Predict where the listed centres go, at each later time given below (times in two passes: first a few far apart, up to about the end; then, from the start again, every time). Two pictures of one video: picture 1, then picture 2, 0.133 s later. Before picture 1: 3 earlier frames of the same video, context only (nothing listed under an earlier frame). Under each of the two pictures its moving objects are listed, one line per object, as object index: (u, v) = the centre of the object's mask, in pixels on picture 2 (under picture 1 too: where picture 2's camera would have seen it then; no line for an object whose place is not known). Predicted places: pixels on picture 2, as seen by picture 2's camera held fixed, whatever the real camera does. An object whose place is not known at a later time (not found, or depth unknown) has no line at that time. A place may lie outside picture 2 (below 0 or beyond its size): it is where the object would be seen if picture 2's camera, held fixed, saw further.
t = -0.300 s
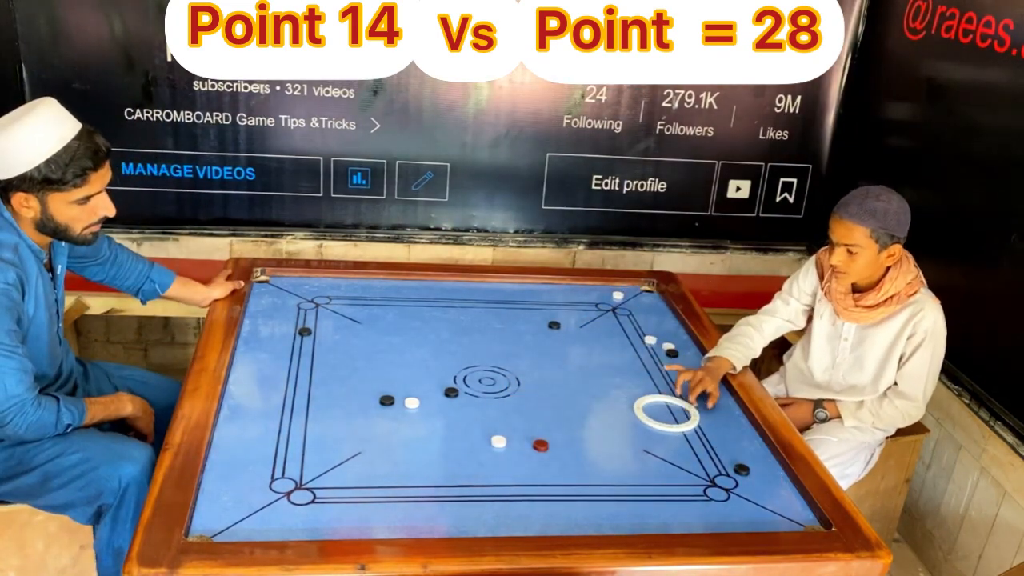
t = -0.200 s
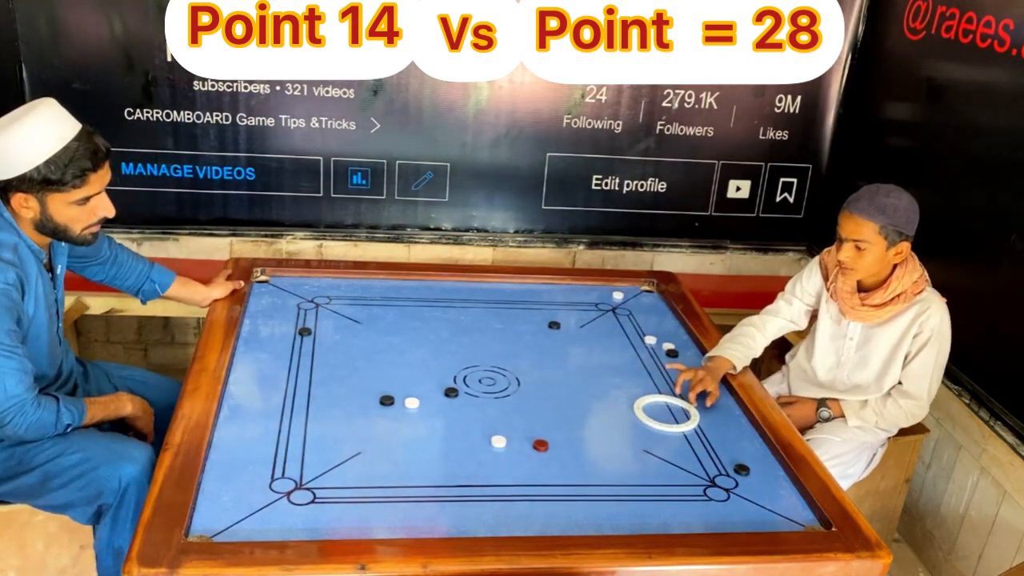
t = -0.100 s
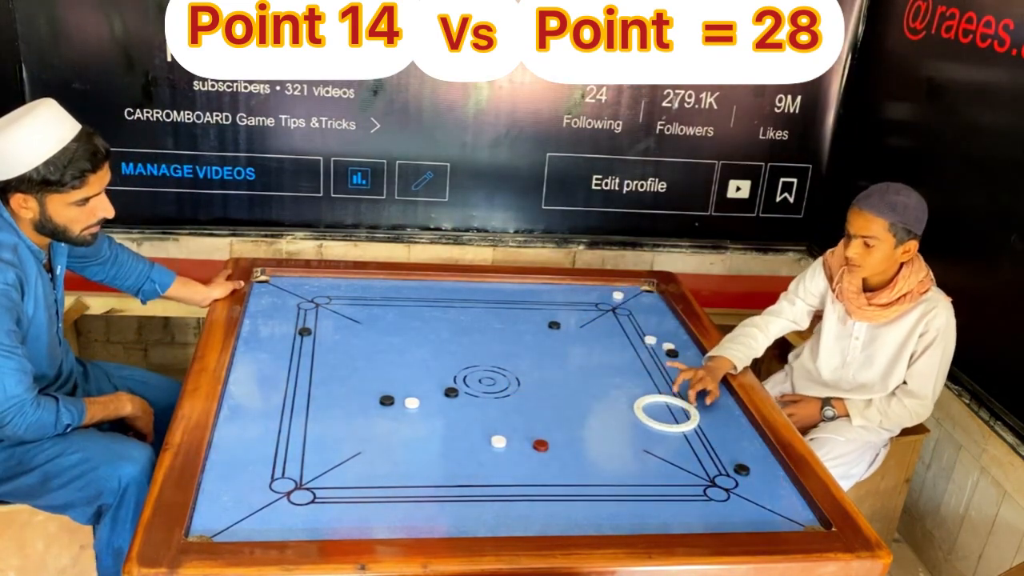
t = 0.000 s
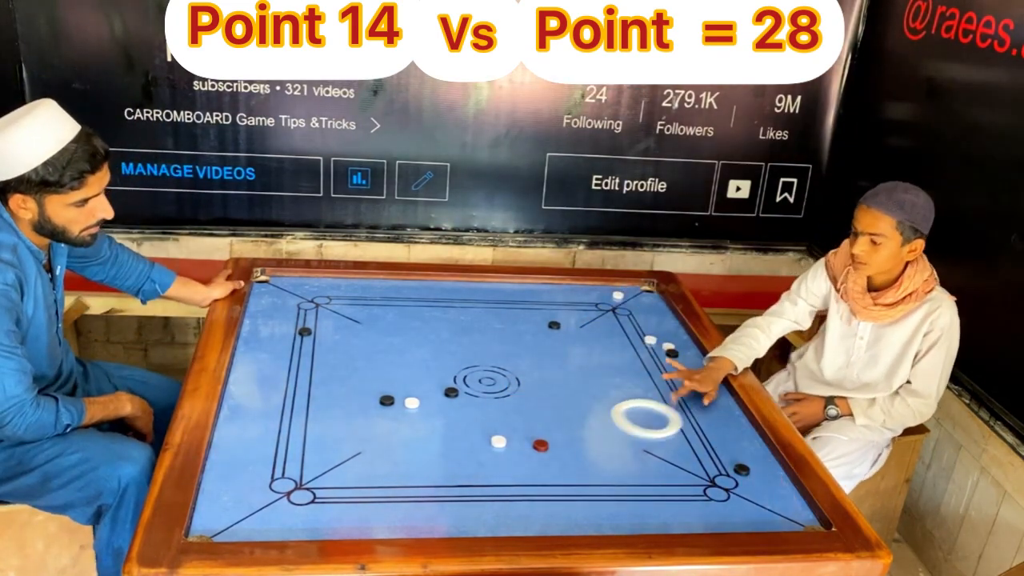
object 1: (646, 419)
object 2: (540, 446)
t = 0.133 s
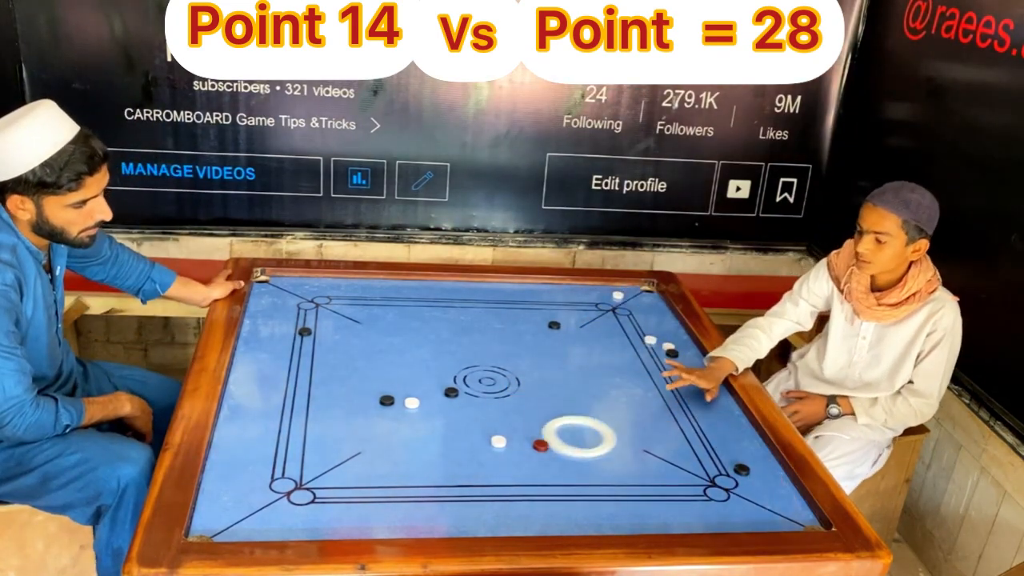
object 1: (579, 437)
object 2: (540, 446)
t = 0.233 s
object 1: (535, 449)
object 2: (491, 459)
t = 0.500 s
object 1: (425, 484)
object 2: (344, 502)
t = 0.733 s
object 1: (316, 516)
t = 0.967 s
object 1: (242, 502)
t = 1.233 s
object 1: (320, 478)
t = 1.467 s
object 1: (378, 460)
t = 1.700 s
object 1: (428, 445)
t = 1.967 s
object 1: (478, 430)
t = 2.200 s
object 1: (518, 419)
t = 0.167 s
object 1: (564, 441)
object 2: (526, 449)
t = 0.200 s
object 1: (549, 445)
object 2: (508, 454)
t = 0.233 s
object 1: (535, 449)
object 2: (491, 459)
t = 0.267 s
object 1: (521, 453)
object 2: (473, 464)
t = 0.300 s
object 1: (508, 457)
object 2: (455, 470)
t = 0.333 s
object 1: (495, 461)
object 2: (437, 475)
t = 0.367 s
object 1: (481, 466)
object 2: (419, 480)
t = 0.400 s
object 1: (468, 470)
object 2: (400, 486)
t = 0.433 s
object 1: (454, 475)
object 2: (382, 491)
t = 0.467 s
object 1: (439, 479)
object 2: (363, 497)
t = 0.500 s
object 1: (425, 484)
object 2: (344, 502)
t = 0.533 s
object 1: (410, 489)
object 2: (324, 508)
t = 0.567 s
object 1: (395, 494)
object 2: (304, 513)
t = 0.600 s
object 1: (379, 498)
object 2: (285, 518)
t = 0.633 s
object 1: (364, 503)
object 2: (264, 524)
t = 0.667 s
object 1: (348, 508)
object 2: (244, 530)
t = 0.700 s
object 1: (332, 513)
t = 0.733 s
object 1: (316, 516)
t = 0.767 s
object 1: (301, 506)
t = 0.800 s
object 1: (288, 517)
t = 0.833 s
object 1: (275, 515)
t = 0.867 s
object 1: (263, 512)
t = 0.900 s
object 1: (251, 509)
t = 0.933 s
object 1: (240, 505)
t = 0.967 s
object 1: (242, 502)
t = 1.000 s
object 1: (253, 499)
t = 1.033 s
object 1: (263, 496)
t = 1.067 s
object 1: (273, 493)
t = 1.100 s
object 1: (283, 490)
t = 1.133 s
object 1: (292, 487)
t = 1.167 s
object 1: (301, 484)
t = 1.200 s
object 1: (311, 481)
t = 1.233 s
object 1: (320, 478)
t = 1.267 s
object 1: (329, 476)
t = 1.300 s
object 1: (337, 473)
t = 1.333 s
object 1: (346, 470)
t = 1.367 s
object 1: (354, 467)
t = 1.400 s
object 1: (362, 465)
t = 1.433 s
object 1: (370, 462)
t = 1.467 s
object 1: (378, 460)
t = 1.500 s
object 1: (385, 458)
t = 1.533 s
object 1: (393, 455)
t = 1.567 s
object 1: (400, 453)
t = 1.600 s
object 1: (407, 451)
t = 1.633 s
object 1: (414, 449)
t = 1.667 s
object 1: (421, 447)
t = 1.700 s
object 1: (428, 445)
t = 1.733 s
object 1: (435, 443)
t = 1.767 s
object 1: (441, 441)
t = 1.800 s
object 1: (448, 439)
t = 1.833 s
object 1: (454, 438)
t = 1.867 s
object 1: (460, 436)
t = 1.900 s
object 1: (466, 434)
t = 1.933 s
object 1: (472, 432)
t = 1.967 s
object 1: (478, 430)
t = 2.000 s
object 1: (484, 429)
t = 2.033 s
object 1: (490, 427)
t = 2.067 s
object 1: (496, 425)
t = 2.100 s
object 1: (501, 423)
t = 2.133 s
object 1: (507, 422)
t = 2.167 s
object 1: (512, 420)
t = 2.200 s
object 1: (518, 419)
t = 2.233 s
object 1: (523, 417)
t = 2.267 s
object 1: (528, 416)
